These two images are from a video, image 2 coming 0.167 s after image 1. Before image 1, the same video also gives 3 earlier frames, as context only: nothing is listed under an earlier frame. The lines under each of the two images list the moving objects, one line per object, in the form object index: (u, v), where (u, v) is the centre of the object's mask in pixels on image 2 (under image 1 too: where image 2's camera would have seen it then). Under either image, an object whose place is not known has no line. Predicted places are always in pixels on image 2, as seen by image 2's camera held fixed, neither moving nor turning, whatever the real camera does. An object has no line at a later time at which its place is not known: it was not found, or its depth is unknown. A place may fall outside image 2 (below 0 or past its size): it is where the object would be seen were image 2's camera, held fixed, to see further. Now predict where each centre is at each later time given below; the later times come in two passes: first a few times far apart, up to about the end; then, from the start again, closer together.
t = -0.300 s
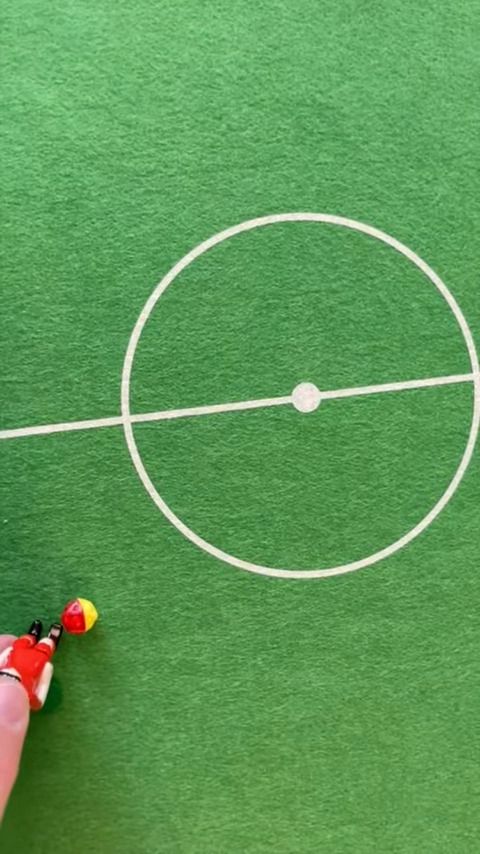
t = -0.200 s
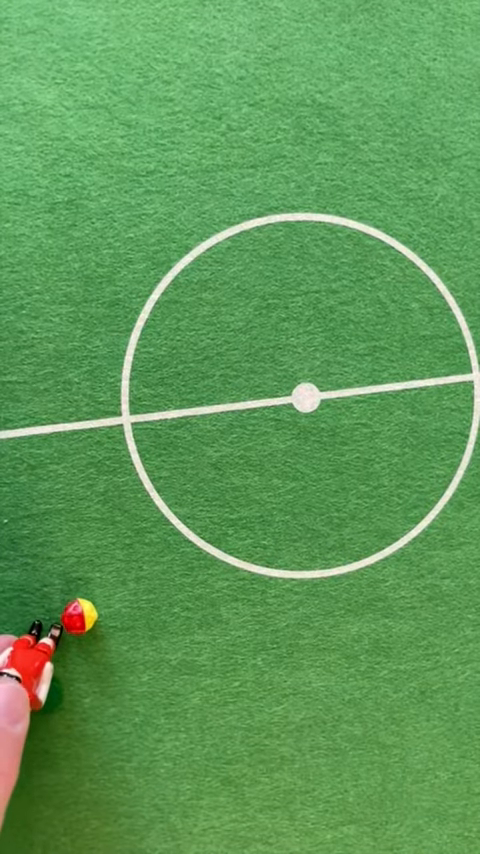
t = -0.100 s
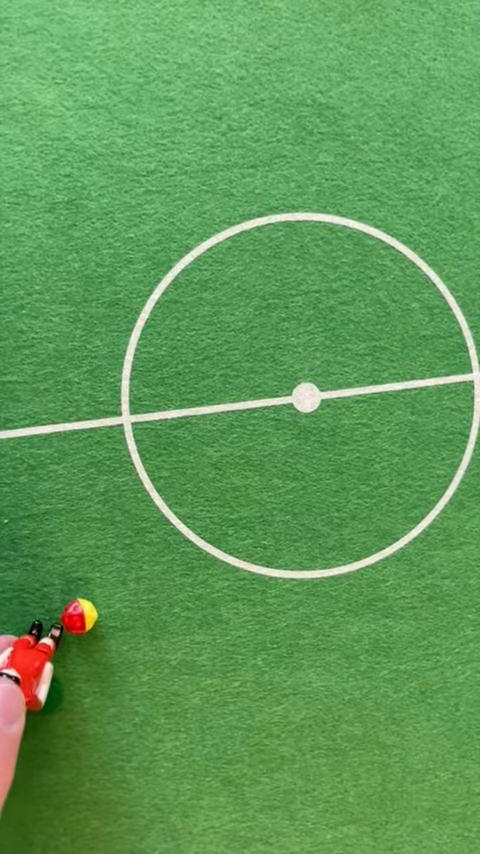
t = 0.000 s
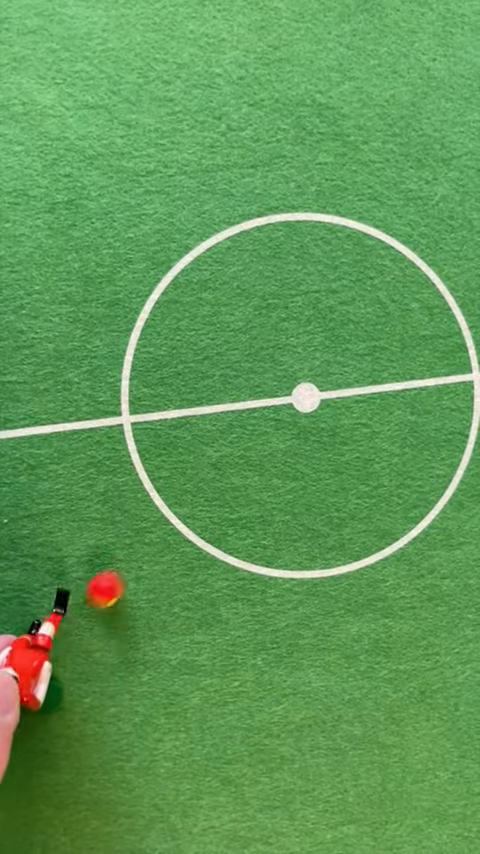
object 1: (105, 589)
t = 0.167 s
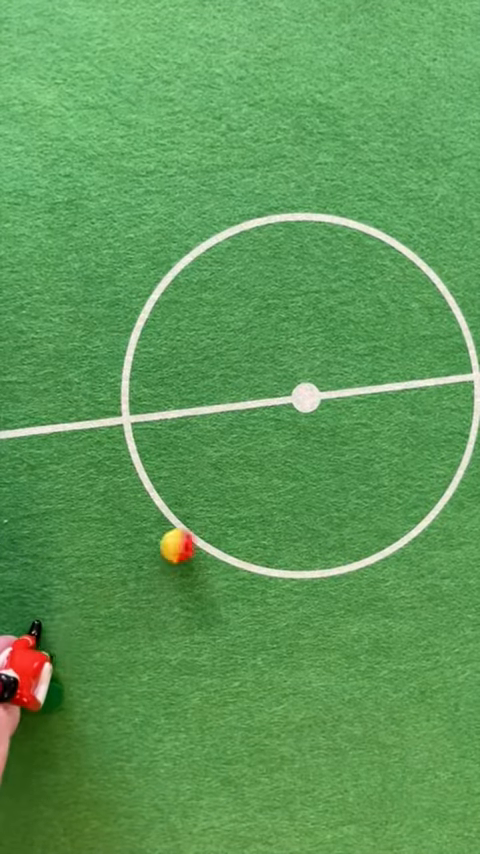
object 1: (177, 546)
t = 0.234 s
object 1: (205, 542)
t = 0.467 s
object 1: (275, 543)
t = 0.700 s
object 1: (291, 516)
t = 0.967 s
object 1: (295, 514)
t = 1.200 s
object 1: (296, 517)
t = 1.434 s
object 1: (296, 517)
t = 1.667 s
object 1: (296, 517)
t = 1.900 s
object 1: (296, 517)
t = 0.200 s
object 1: (191, 543)
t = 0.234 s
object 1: (205, 542)
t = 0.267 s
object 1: (216, 543)
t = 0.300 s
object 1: (229, 544)
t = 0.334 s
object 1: (239, 546)
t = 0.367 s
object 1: (248, 548)
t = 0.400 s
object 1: (258, 548)
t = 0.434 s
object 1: (266, 546)
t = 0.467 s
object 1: (275, 543)
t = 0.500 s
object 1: (282, 538)
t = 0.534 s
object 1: (287, 533)
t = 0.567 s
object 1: (289, 529)
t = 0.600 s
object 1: (294, 527)
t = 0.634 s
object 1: (295, 526)
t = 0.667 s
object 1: (293, 523)
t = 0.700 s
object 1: (291, 516)
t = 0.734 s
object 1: (289, 512)
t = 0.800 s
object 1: (289, 516)
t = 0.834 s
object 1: (292, 518)
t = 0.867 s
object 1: (295, 519)
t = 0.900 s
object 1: (295, 517)
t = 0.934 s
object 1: (295, 515)
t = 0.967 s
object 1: (295, 514)
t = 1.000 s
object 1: (294, 514)
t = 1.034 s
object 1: (294, 514)
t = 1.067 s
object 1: (294, 514)
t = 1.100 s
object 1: (295, 514)
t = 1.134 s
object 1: (295, 515)
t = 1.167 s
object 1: (295, 516)
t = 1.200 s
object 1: (296, 517)
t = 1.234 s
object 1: (296, 518)
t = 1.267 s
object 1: (295, 517)
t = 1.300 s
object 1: (296, 518)
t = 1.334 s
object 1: (296, 518)
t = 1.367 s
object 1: (296, 518)
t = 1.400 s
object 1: (296, 518)
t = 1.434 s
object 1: (296, 517)
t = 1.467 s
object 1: (296, 518)
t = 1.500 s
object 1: (296, 518)
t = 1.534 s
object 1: (296, 517)
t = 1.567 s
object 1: (296, 517)
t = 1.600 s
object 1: (296, 517)
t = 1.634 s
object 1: (296, 517)
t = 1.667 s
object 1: (296, 517)
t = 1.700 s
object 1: (296, 518)
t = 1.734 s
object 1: (296, 517)
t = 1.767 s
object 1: (296, 517)
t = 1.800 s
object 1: (296, 517)
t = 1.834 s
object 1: (296, 517)
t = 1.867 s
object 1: (296, 517)
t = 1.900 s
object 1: (296, 517)
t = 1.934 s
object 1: (296, 517)
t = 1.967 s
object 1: (296, 517)
